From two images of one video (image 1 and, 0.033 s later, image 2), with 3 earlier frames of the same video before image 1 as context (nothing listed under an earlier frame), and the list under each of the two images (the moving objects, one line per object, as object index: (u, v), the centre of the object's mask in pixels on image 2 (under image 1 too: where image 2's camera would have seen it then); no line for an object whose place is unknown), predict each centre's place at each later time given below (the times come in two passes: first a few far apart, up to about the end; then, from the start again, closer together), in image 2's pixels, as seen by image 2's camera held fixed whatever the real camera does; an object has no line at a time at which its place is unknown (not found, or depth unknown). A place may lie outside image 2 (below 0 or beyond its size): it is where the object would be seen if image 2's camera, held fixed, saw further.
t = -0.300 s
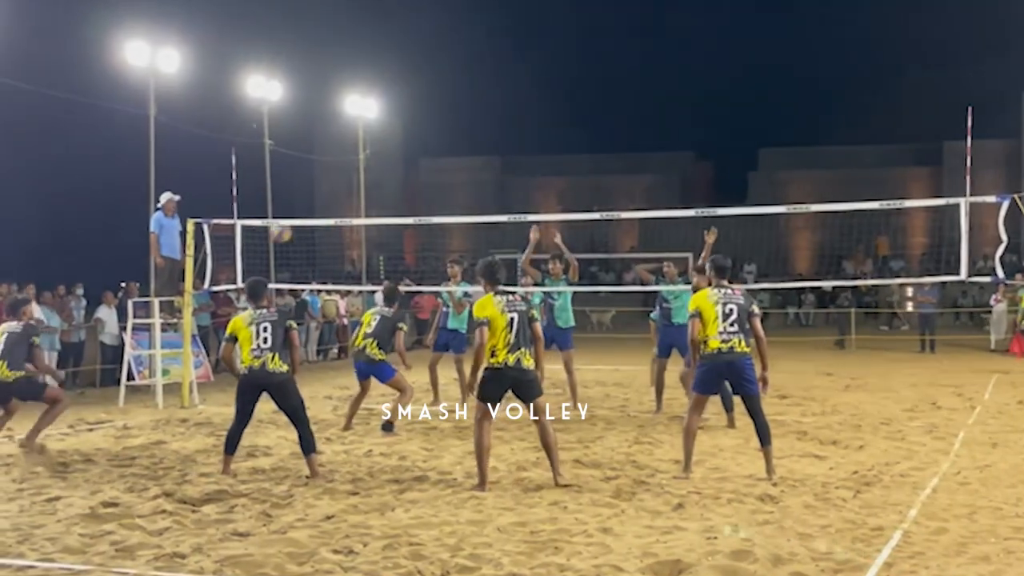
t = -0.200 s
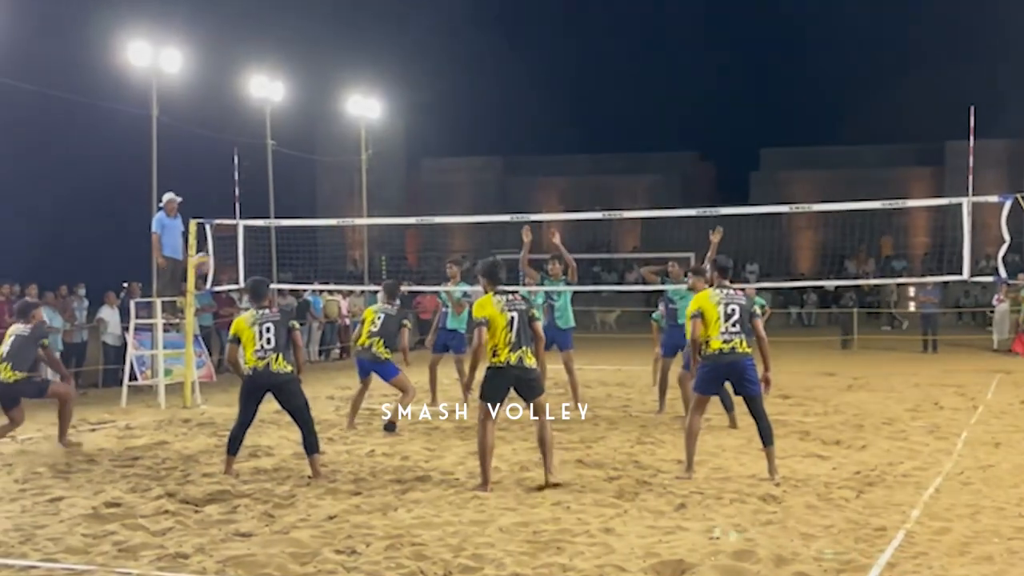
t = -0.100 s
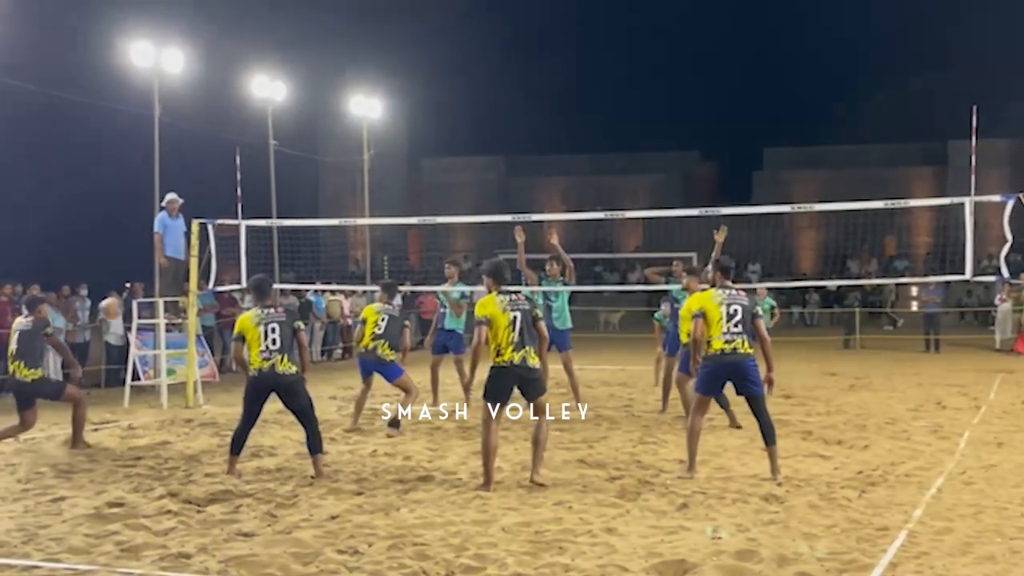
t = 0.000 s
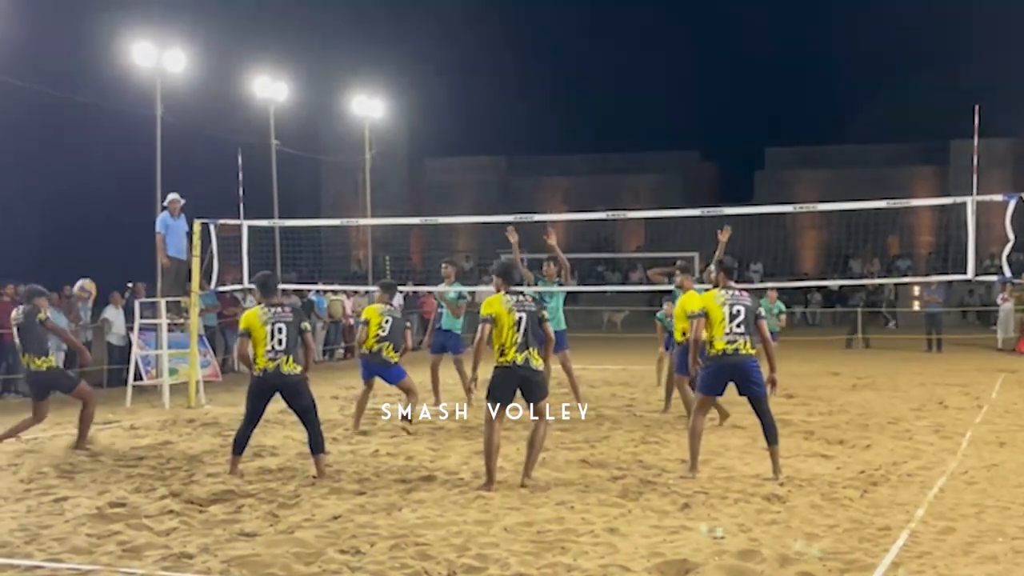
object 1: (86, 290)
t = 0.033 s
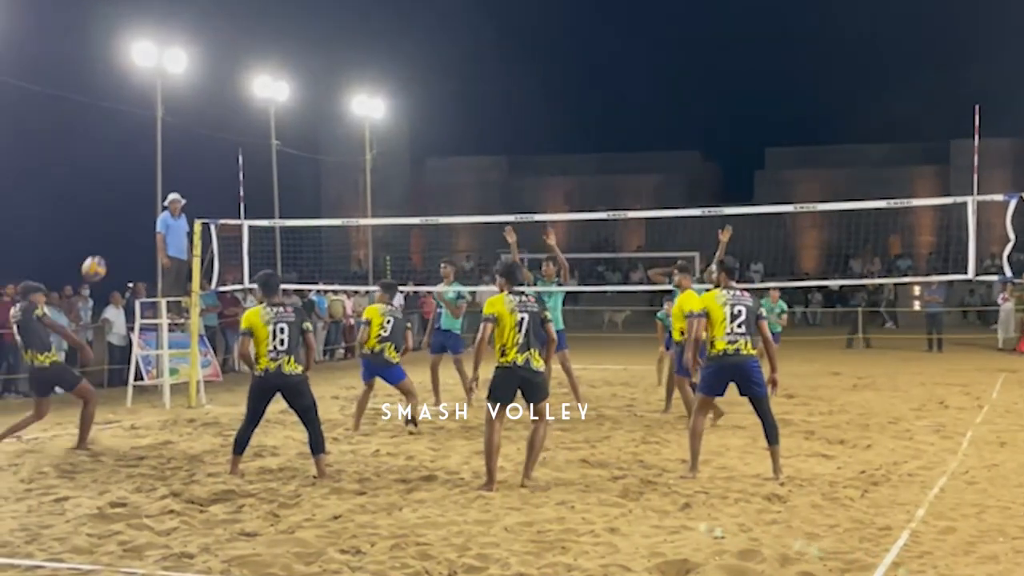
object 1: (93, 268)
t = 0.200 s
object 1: (138, 169)
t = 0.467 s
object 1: (207, 69)
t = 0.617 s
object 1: (244, 45)
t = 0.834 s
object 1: (298, 51)
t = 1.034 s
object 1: (344, 96)
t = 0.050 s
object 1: (98, 256)
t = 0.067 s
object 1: (103, 246)
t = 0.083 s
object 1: (107, 235)
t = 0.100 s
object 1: (112, 224)
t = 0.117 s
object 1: (116, 215)
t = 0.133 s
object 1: (121, 205)
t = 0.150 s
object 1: (125, 195)
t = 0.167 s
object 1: (130, 186)
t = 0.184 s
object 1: (134, 177)
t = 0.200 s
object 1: (138, 169)
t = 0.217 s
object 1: (142, 161)
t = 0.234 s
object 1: (146, 153)
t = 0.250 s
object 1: (150, 145)
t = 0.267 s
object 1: (155, 138)
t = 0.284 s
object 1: (160, 130)
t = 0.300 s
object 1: (164, 123)
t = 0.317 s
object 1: (169, 116)
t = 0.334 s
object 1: (173, 110)
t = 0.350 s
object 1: (178, 103)
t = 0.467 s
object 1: (207, 69)
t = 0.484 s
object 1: (211, 66)
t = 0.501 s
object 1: (215, 62)
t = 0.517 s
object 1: (219, 59)
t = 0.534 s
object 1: (223, 56)
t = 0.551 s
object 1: (226, 54)
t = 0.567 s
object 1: (231, 51)
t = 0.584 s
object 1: (235, 50)
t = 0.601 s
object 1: (240, 47)
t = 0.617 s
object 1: (244, 45)
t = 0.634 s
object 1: (248, 44)
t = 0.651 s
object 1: (252, 43)
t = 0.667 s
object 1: (256, 43)
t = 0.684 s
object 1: (261, 42)
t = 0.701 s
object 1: (265, 42)
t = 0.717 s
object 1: (268, 42)
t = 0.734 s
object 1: (273, 43)
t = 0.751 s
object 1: (277, 44)
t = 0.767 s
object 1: (281, 45)
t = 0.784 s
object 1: (285, 46)
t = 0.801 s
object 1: (289, 47)
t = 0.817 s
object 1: (294, 49)
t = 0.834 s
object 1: (298, 51)
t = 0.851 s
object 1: (302, 53)
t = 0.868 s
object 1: (306, 55)
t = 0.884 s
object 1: (310, 58)
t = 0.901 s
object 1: (314, 62)
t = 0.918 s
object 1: (318, 65)
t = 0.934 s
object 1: (323, 69)
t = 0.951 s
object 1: (327, 73)
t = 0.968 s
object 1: (331, 77)
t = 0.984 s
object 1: (335, 80)
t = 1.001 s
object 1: (339, 85)
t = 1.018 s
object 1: (343, 92)
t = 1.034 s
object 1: (344, 96)
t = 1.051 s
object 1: (349, 100)
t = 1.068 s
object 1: (355, 108)
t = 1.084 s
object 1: (356, 111)
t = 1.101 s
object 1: (363, 121)
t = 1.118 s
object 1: (368, 126)
